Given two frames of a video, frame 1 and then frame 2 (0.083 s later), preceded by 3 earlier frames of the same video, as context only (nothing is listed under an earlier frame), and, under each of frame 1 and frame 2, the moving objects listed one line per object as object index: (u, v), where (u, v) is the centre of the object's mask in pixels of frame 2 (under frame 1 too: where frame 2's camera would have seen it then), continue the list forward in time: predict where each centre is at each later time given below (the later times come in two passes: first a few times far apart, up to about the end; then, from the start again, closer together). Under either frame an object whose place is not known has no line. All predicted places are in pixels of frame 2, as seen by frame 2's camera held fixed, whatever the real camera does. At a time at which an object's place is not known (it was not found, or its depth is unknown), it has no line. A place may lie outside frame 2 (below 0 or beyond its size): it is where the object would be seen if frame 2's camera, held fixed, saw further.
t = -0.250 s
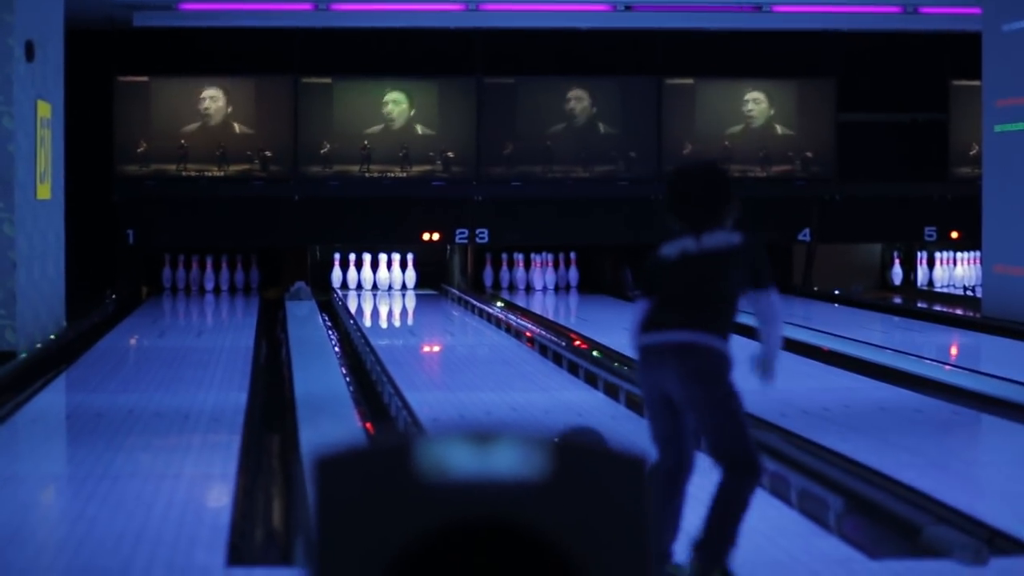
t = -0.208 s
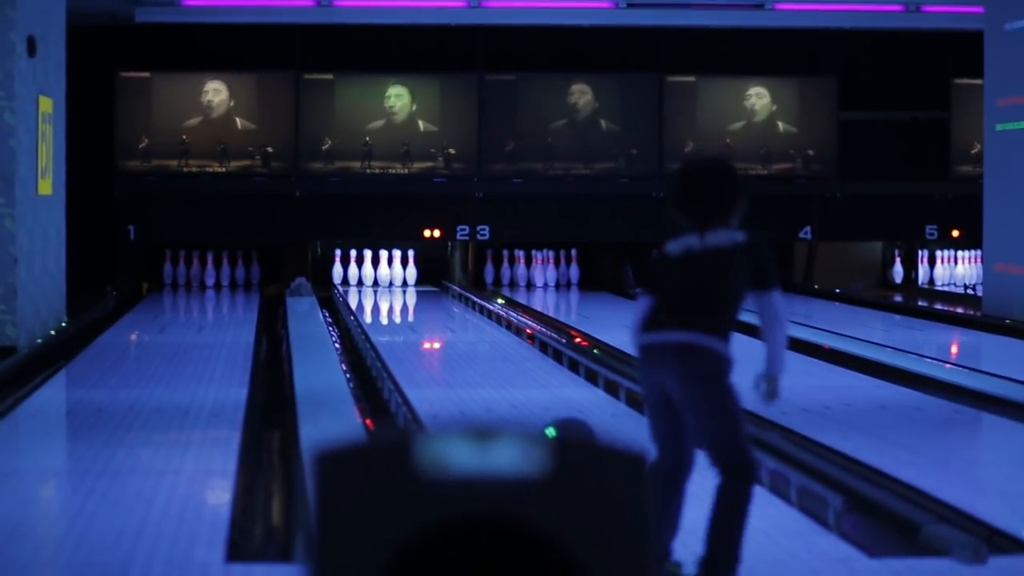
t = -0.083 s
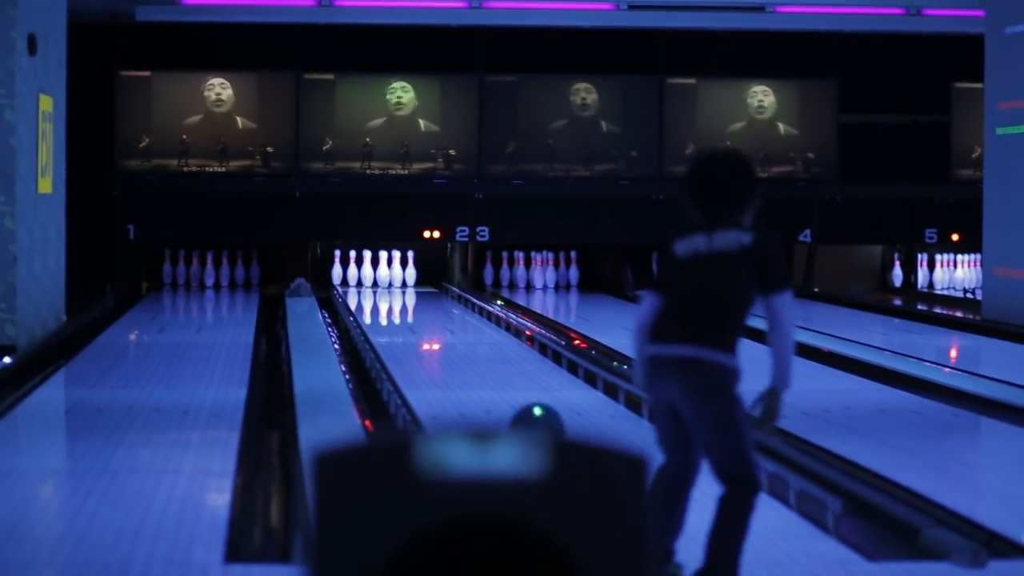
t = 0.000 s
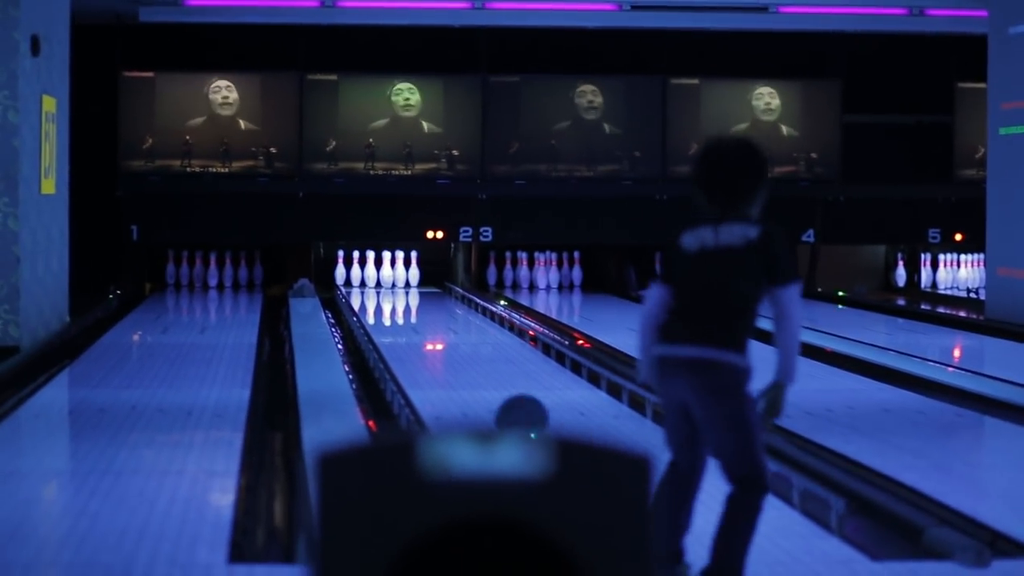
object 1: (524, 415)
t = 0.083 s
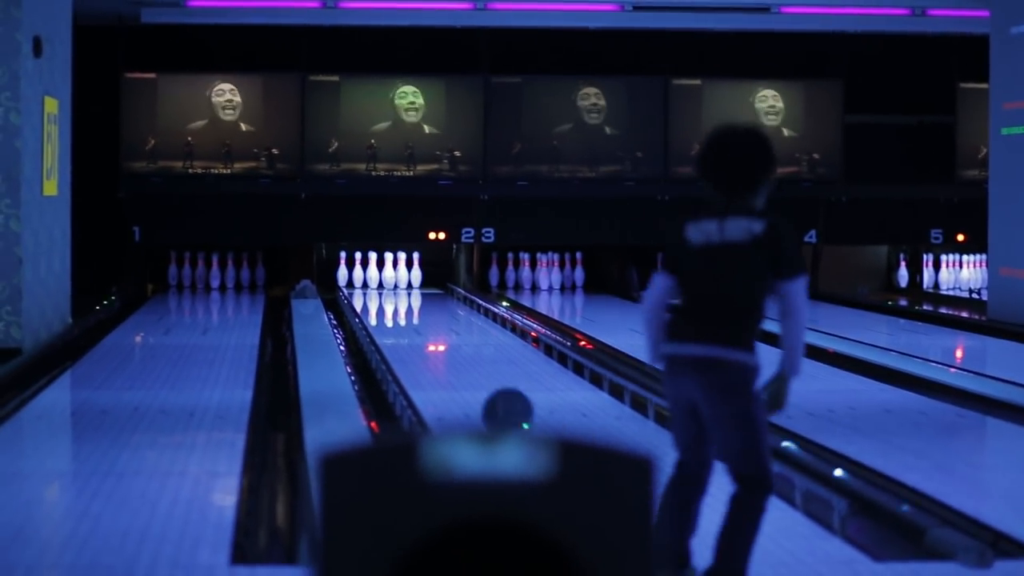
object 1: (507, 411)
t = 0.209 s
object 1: (485, 402)
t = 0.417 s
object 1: (453, 383)
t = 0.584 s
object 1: (432, 372)
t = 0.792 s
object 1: (410, 360)
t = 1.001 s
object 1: (403, 350)
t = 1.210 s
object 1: (403, 341)
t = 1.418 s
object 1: (403, 334)
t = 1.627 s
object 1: (403, 327)
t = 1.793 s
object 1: (403, 323)
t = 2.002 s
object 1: (402, 318)
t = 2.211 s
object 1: (401, 313)
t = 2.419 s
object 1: (400, 309)
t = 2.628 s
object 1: (400, 305)
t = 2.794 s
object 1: (399, 301)
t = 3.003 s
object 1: (397, 298)
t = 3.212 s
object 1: (397, 295)
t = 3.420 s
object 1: (396, 292)
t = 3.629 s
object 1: (394, 289)
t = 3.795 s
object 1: (394, 287)
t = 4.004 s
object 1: (392, 284)
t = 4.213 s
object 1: (392, 282)
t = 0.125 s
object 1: (499, 408)
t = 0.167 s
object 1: (492, 406)
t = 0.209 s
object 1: (485, 402)
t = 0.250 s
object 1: (477, 398)
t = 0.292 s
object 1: (470, 393)
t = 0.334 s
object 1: (464, 390)
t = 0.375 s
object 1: (458, 387)
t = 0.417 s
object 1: (453, 383)
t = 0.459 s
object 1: (447, 380)
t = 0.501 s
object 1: (441, 377)
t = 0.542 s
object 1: (436, 375)
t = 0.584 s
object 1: (432, 372)
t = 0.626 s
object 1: (427, 370)
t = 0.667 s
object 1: (422, 367)
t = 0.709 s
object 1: (418, 364)
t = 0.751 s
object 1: (414, 362)
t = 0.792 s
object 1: (410, 360)
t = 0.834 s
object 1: (408, 357)
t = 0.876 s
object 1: (405, 355)
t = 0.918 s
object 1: (403, 353)
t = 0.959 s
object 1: (403, 351)
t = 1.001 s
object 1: (403, 350)
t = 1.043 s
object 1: (403, 348)
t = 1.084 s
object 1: (403, 346)
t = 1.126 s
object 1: (403, 344)
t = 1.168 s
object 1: (403, 343)
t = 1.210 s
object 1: (403, 341)
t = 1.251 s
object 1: (403, 340)
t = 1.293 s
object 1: (403, 338)
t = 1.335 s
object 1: (403, 336)
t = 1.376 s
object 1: (403, 335)
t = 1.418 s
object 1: (403, 334)
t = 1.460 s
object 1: (403, 332)
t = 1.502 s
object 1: (403, 331)
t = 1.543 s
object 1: (403, 329)
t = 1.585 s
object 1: (403, 329)
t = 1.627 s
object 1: (403, 327)
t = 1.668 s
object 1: (403, 326)
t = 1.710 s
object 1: (403, 325)
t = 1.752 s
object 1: (403, 324)
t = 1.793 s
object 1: (403, 323)
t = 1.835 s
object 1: (403, 322)
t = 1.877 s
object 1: (403, 321)
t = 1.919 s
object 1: (403, 320)
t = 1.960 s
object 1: (402, 319)
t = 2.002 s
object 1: (402, 318)
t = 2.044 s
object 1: (402, 317)
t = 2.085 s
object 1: (402, 316)
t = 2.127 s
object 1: (401, 315)
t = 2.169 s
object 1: (401, 315)
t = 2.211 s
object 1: (401, 313)
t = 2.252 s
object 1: (401, 312)
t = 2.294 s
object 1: (401, 311)
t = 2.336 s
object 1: (401, 311)
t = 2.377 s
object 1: (401, 310)
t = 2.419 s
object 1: (400, 309)
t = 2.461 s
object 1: (400, 308)
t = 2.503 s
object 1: (400, 308)
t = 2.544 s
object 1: (400, 307)
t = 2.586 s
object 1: (400, 305)
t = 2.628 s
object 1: (400, 305)
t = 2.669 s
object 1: (399, 304)
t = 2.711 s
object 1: (399, 303)
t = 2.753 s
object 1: (399, 303)
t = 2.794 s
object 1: (399, 301)
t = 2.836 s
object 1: (398, 301)
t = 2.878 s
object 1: (398, 301)
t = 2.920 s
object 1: (398, 300)
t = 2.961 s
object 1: (398, 299)
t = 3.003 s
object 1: (397, 298)
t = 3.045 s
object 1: (397, 298)
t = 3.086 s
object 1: (398, 297)
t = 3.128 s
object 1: (397, 296)
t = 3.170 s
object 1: (397, 296)
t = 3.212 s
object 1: (397, 295)
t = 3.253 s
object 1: (397, 295)
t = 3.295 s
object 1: (396, 294)
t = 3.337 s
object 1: (396, 293)
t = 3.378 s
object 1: (396, 293)
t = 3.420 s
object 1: (396, 292)
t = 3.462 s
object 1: (395, 291)
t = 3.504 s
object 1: (395, 291)
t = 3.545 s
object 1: (395, 290)
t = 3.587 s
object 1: (395, 290)
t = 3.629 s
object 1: (394, 289)
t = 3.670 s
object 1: (394, 289)
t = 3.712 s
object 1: (394, 288)
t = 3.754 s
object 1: (394, 288)
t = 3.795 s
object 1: (394, 287)
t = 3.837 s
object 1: (393, 287)
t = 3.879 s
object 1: (393, 286)
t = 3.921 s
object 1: (393, 286)
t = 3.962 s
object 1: (393, 285)
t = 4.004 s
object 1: (392, 284)
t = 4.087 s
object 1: (392, 283)
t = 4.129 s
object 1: (392, 283)
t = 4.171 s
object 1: (392, 282)
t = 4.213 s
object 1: (392, 282)
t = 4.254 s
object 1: (391, 281)
